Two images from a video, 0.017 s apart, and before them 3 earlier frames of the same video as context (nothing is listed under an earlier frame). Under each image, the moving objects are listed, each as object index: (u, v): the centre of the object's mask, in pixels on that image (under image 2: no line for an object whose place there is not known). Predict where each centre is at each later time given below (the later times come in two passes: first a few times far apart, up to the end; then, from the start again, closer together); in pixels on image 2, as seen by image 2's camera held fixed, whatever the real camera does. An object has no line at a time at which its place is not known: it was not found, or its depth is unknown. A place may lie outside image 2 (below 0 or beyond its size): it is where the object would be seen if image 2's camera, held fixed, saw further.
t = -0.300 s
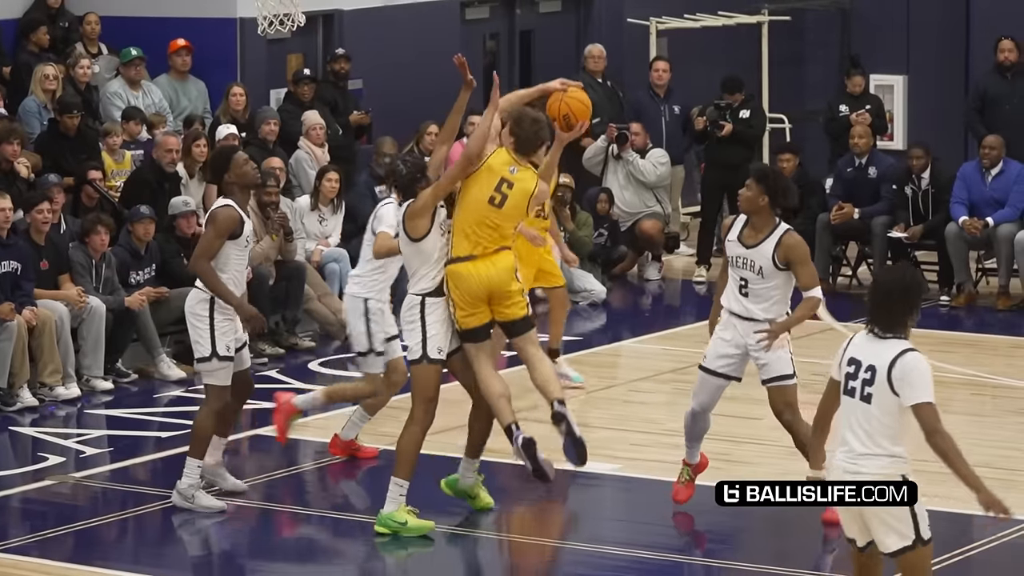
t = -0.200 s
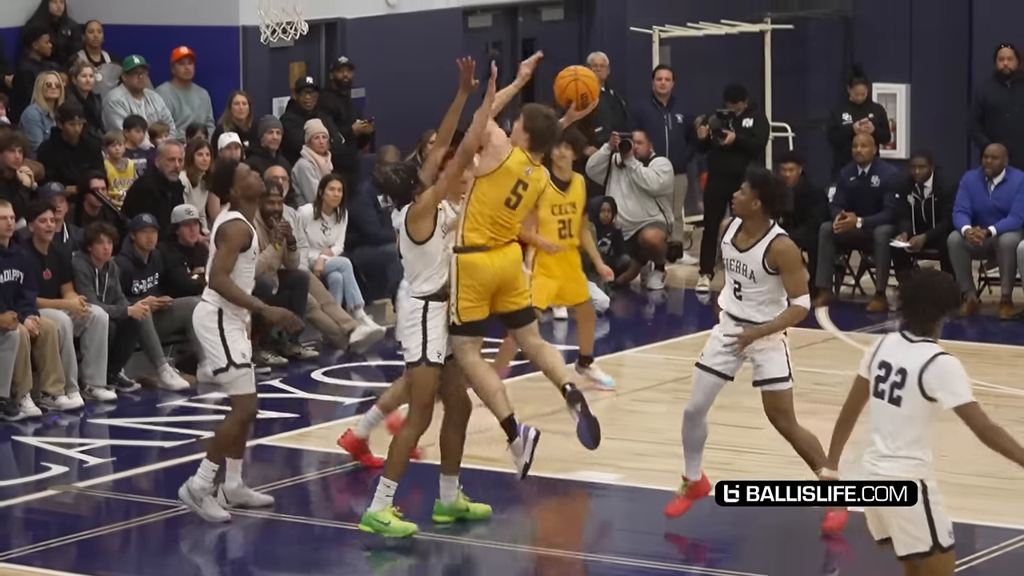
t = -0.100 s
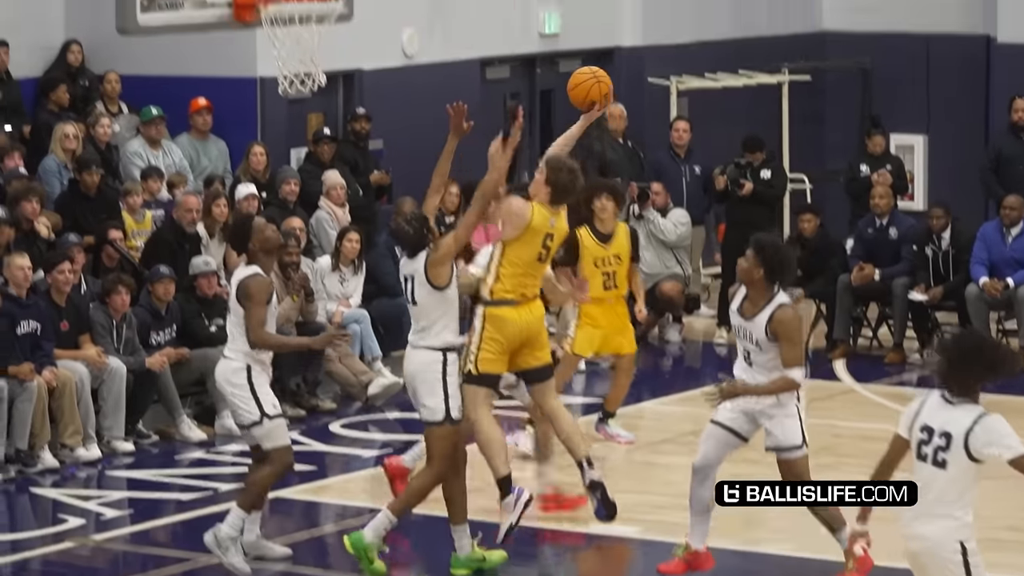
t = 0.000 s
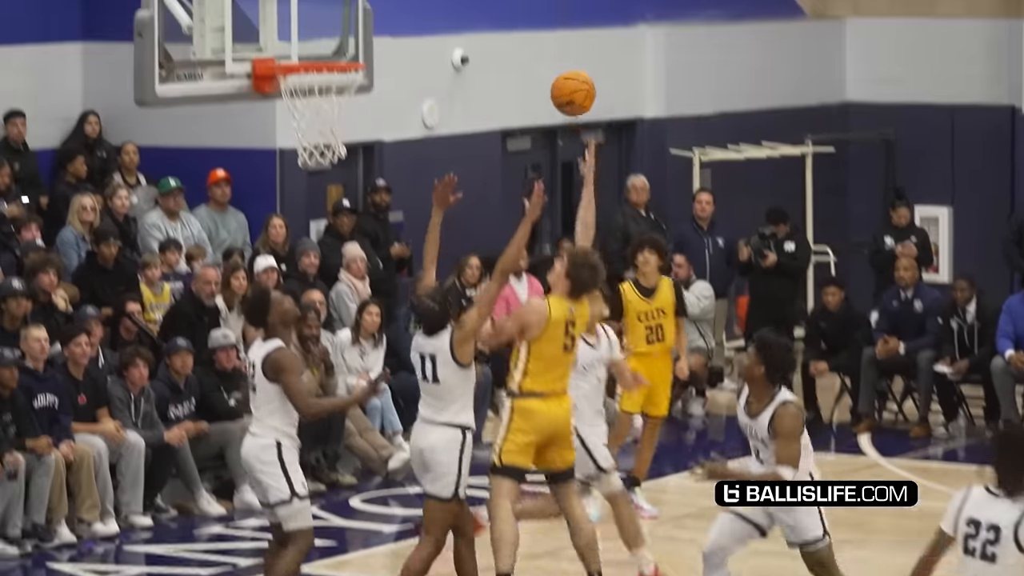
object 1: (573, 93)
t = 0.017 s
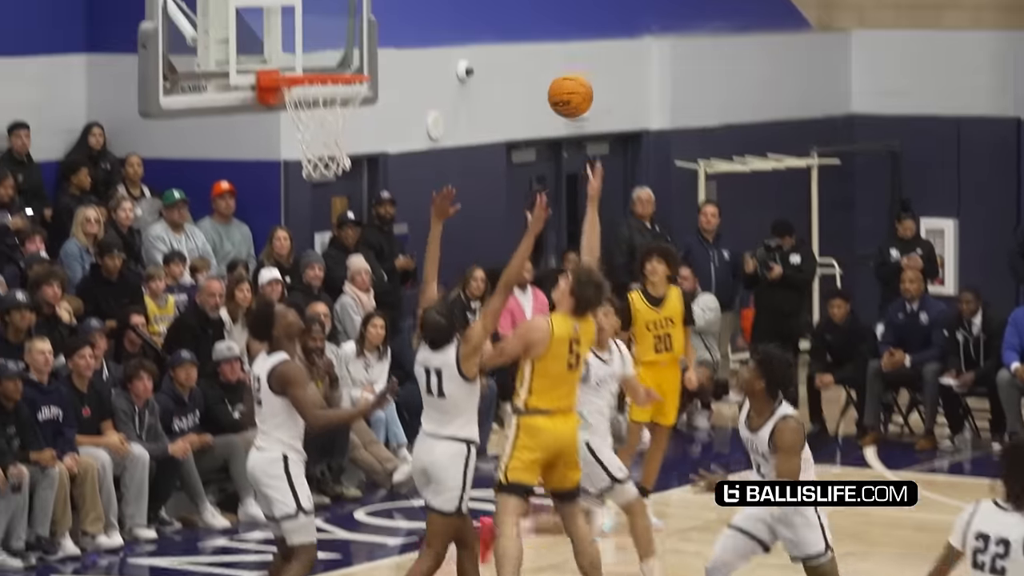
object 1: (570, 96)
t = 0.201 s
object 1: (486, 22)
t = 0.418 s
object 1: (389, 18)
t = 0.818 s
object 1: (387, 84)
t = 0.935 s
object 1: (424, 133)
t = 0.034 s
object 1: (562, 86)
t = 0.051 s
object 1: (555, 77)
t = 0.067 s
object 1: (547, 69)
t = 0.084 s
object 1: (539, 61)
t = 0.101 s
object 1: (532, 54)
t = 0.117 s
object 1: (524, 47)
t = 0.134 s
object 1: (516, 41)
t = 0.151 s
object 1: (509, 36)
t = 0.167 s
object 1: (501, 30)
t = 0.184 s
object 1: (494, 26)
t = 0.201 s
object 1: (486, 22)
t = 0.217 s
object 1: (479, 19)
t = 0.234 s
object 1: (471, 16)
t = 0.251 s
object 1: (464, 13)
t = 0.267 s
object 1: (456, 12)
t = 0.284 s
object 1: (448, 10)
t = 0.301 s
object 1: (441, 9)
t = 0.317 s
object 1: (433, 9)
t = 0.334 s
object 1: (426, 9)
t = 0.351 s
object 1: (418, 10)
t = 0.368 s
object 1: (410, 11)
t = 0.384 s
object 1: (403, 13)
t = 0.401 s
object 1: (396, 15)
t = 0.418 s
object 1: (389, 18)
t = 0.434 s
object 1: (381, 22)
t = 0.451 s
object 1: (373, 26)
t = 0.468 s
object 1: (366, 30)
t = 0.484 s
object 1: (359, 34)
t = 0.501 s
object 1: (351, 39)
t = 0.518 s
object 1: (344, 45)
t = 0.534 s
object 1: (337, 51)
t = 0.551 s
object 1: (331, 56)
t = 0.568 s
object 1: (328, 56)
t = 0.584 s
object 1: (326, 56)
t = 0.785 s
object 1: (377, 73)
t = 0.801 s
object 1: (382, 78)
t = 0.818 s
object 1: (387, 84)
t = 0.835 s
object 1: (391, 90)
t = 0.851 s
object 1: (397, 96)
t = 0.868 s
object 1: (402, 102)
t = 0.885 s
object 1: (407, 109)
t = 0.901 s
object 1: (413, 116)
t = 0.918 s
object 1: (419, 124)
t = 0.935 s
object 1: (424, 133)
